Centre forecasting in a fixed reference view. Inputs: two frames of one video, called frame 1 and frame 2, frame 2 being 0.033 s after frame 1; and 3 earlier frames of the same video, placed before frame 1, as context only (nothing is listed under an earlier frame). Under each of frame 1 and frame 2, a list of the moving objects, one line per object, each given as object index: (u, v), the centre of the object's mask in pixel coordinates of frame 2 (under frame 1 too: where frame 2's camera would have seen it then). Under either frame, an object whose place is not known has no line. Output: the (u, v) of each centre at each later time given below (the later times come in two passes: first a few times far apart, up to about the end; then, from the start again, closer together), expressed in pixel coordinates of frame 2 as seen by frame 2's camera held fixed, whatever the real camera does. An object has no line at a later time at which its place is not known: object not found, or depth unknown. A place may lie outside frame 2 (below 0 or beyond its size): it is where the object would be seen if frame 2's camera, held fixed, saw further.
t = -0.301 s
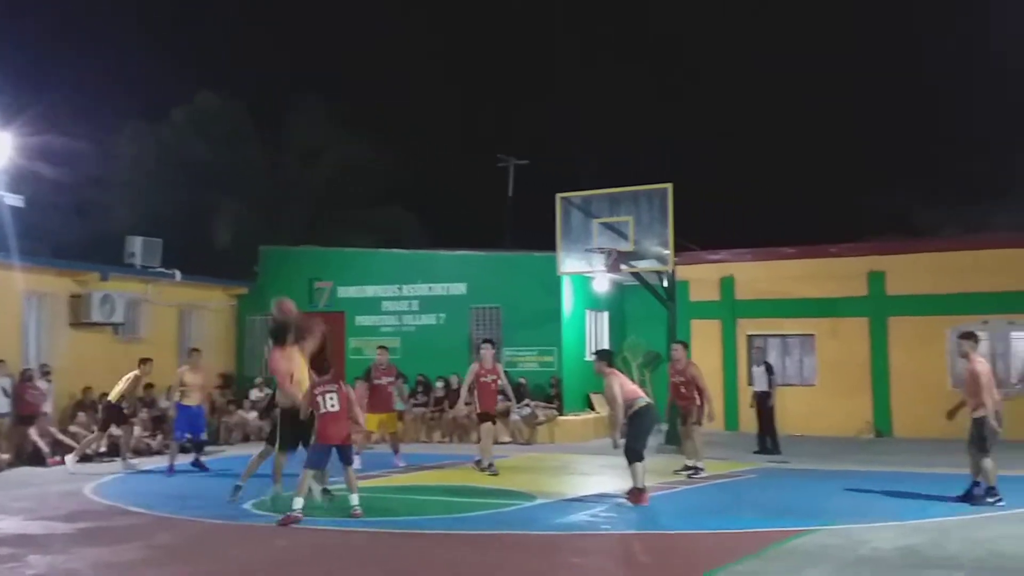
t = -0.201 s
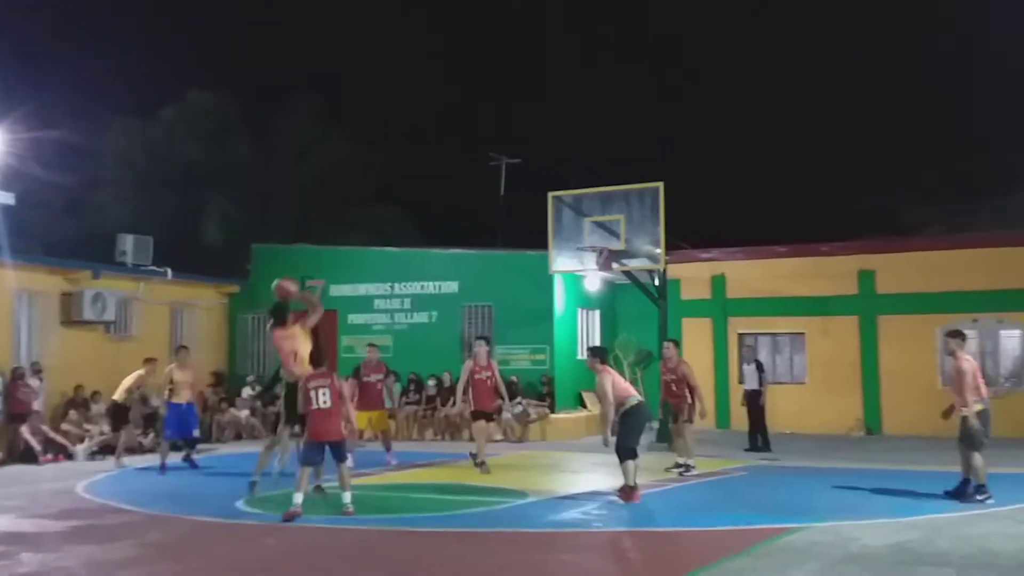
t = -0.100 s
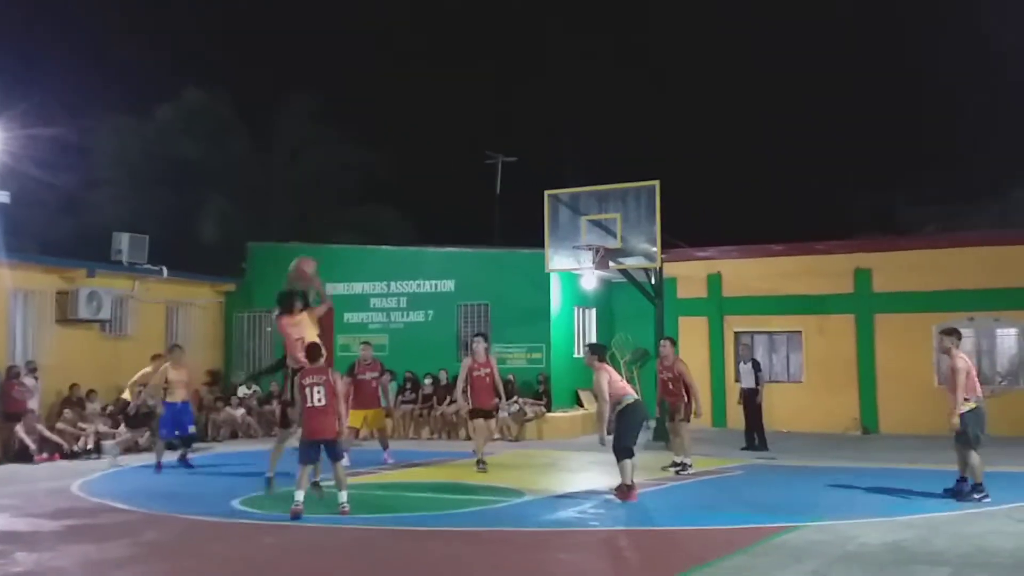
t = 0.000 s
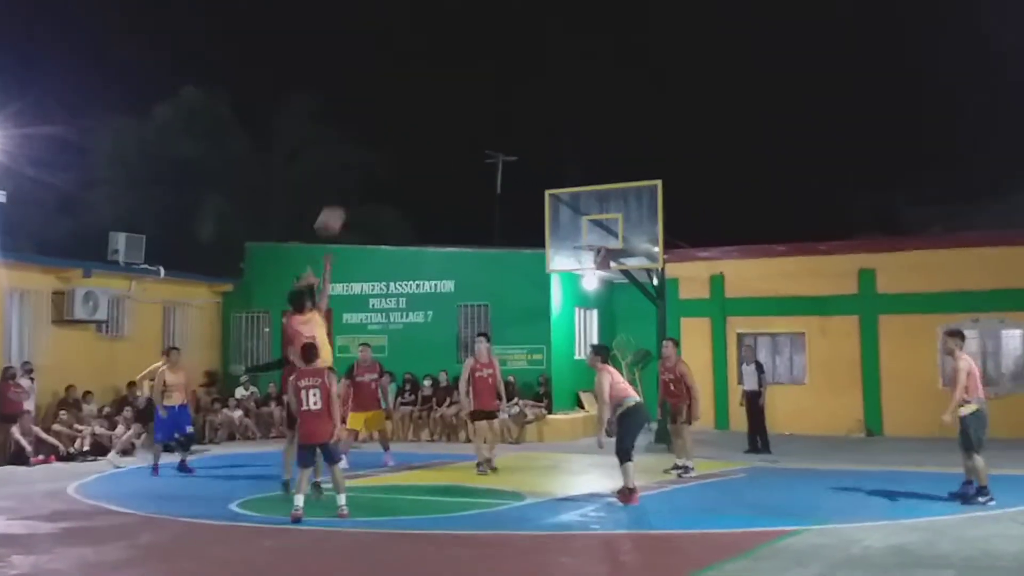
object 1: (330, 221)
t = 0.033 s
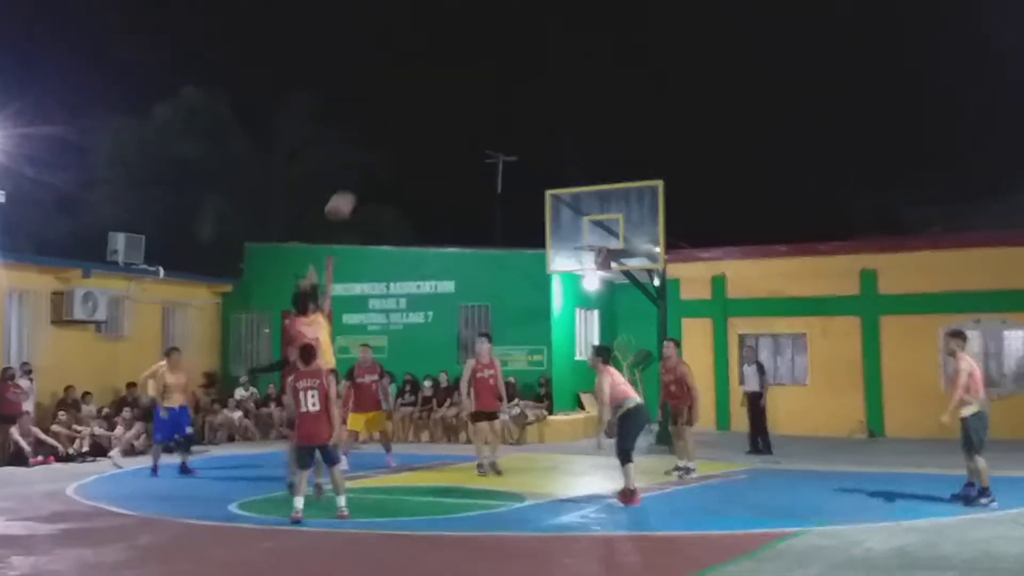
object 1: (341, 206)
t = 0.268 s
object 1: (407, 131)
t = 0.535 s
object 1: (472, 111)
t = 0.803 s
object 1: (527, 147)
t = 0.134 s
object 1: (371, 166)
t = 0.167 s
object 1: (381, 156)
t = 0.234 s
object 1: (399, 139)
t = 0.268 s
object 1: (407, 131)
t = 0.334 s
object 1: (425, 120)
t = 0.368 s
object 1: (433, 116)
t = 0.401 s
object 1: (441, 113)
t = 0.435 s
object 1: (449, 111)
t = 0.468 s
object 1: (457, 111)
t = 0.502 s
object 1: (465, 110)
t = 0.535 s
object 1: (472, 111)
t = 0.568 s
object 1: (480, 113)
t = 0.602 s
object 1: (487, 115)
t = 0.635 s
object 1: (493, 118)
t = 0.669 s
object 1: (500, 122)
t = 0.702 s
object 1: (507, 127)
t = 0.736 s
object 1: (514, 133)
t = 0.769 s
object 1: (521, 139)
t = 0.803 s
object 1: (527, 147)
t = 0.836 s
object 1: (534, 155)
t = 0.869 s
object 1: (541, 163)
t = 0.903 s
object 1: (546, 172)
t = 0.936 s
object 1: (552, 180)
